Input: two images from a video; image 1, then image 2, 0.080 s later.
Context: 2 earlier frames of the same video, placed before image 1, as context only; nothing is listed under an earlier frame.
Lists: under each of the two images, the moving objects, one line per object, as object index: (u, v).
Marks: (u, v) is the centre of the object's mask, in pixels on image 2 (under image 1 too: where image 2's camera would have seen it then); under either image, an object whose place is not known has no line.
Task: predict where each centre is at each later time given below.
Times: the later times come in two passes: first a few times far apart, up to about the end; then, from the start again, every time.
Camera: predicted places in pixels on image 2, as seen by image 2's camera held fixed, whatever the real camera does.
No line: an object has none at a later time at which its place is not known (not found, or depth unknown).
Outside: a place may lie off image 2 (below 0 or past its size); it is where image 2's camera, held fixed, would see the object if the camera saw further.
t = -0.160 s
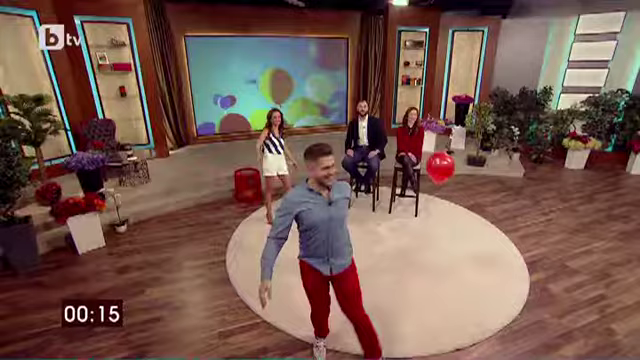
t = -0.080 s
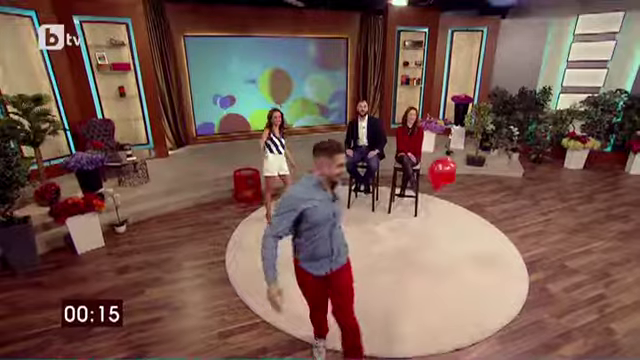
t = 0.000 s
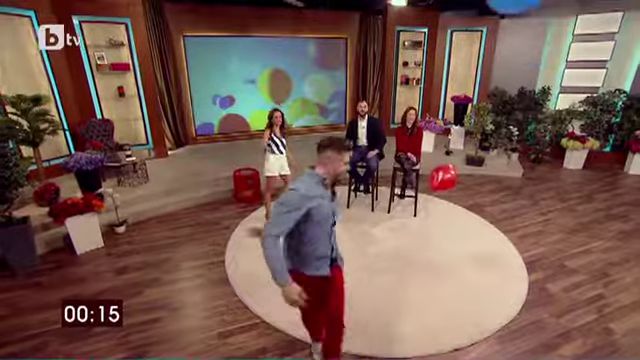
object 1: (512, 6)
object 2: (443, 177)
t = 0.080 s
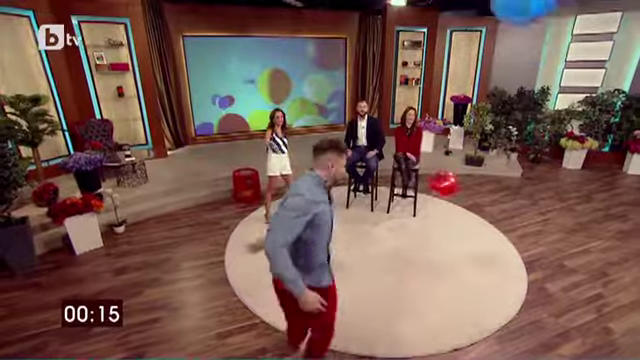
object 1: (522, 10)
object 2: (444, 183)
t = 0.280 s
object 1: (539, 34)
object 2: (447, 204)
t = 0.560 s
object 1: (546, 117)
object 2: (445, 232)
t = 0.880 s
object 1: (538, 213)
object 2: (435, 263)
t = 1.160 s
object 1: (510, 278)
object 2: (423, 263)
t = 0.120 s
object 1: (528, 13)
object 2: (445, 186)
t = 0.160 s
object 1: (531, 17)
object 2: (446, 191)
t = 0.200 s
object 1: (534, 21)
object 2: (447, 195)
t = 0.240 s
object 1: (537, 26)
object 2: (447, 199)
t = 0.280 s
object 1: (539, 34)
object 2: (447, 204)
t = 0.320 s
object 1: (541, 45)
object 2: (447, 206)
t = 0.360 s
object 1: (544, 55)
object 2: (447, 212)
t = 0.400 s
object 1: (544, 66)
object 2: (447, 215)
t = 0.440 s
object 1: (546, 78)
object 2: (447, 220)
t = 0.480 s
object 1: (547, 91)
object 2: (446, 224)
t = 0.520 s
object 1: (547, 103)
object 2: (446, 228)
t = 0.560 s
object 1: (546, 117)
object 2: (445, 232)
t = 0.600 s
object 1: (546, 130)
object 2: (444, 236)
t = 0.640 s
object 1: (545, 143)
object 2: (444, 240)
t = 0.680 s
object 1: (544, 155)
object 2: (443, 244)
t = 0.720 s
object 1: (545, 166)
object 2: (442, 248)
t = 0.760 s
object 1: (545, 177)
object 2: (441, 252)
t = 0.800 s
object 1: (543, 189)
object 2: (439, 256)
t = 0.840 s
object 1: (541, 201)
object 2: (437, 259)
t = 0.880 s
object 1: (538, 213)
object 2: (435, 263)
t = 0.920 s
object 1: (536, 224)
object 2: (433, 267)
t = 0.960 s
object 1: (532, 235)
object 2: (432, 269)
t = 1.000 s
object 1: (527, 245)
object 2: (430, 267)
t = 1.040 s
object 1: (523, 255)
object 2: (428, 266)
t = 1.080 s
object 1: (519, 263)
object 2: (426, 265)
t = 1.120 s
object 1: (514, 271)
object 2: (424, 264)
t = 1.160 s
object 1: (510, 278)
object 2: (423, 263)
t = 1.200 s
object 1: (505, 285)
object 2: (421, 262)
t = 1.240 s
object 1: (500, 291)
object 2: (420, 261)
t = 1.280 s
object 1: (495, 297)
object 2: (419, 260)
